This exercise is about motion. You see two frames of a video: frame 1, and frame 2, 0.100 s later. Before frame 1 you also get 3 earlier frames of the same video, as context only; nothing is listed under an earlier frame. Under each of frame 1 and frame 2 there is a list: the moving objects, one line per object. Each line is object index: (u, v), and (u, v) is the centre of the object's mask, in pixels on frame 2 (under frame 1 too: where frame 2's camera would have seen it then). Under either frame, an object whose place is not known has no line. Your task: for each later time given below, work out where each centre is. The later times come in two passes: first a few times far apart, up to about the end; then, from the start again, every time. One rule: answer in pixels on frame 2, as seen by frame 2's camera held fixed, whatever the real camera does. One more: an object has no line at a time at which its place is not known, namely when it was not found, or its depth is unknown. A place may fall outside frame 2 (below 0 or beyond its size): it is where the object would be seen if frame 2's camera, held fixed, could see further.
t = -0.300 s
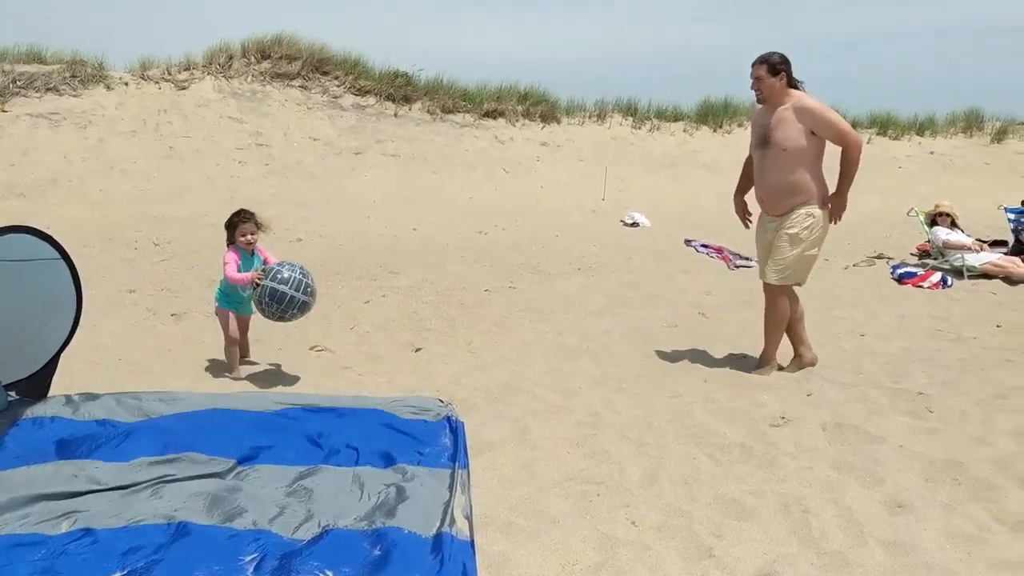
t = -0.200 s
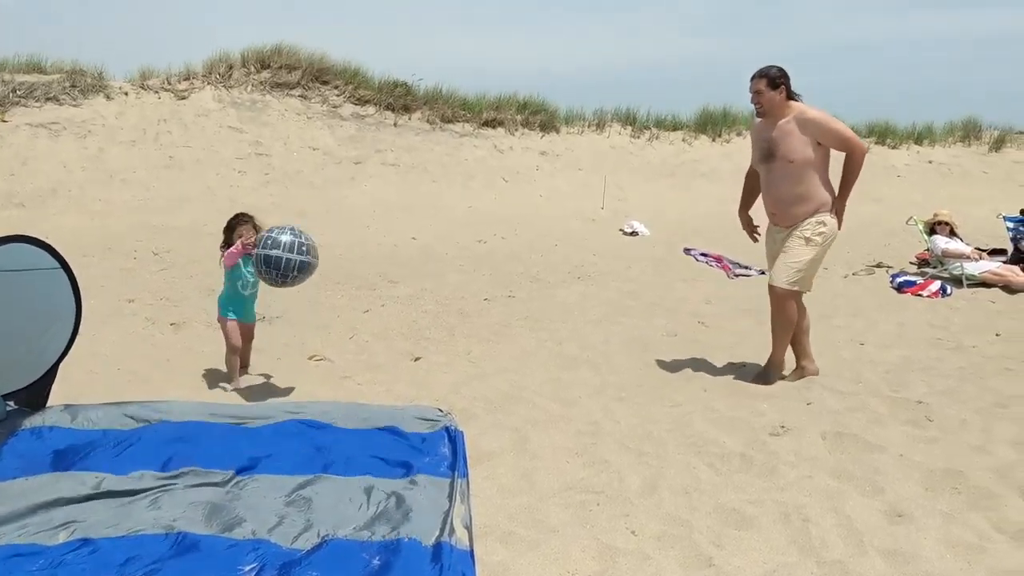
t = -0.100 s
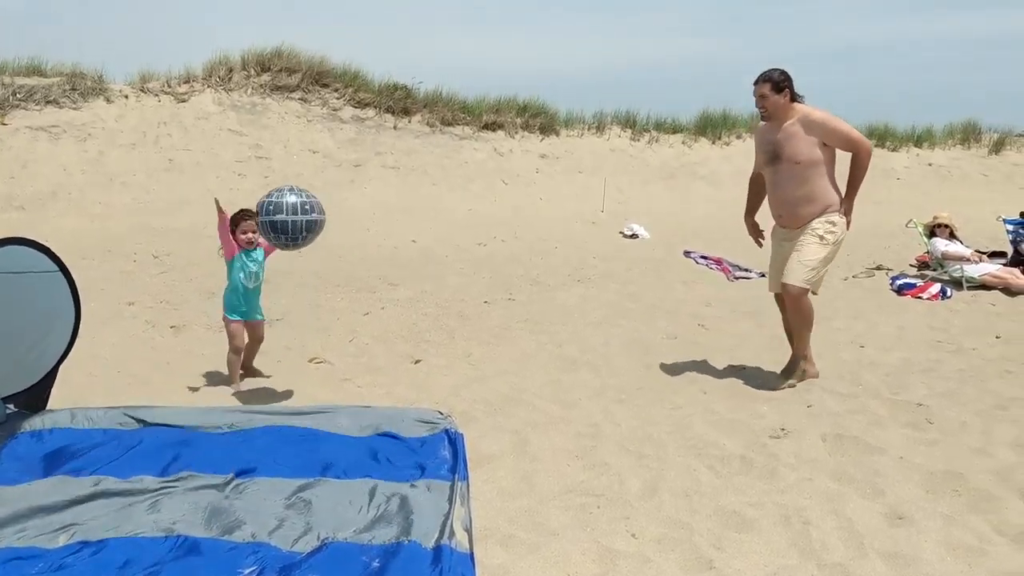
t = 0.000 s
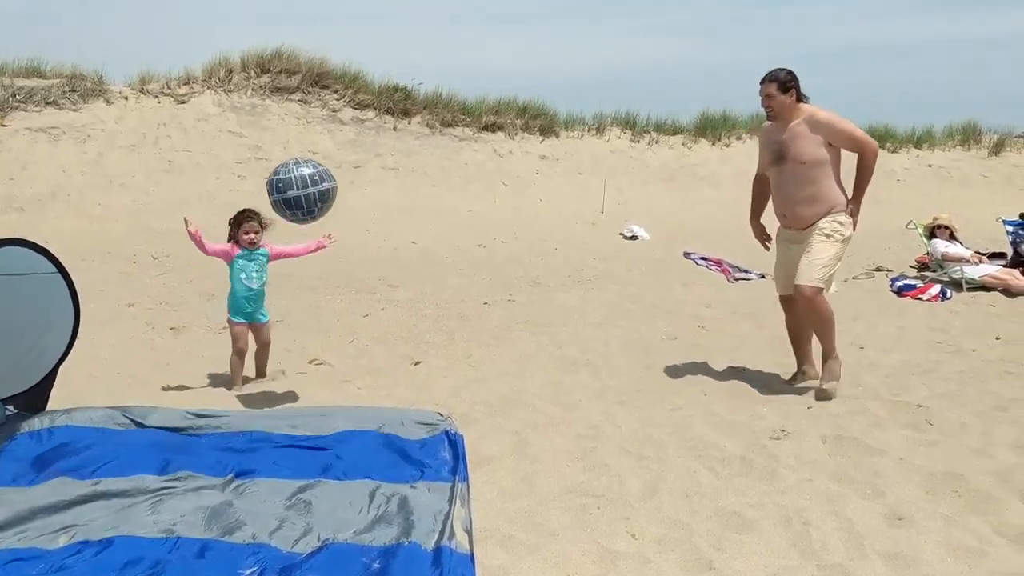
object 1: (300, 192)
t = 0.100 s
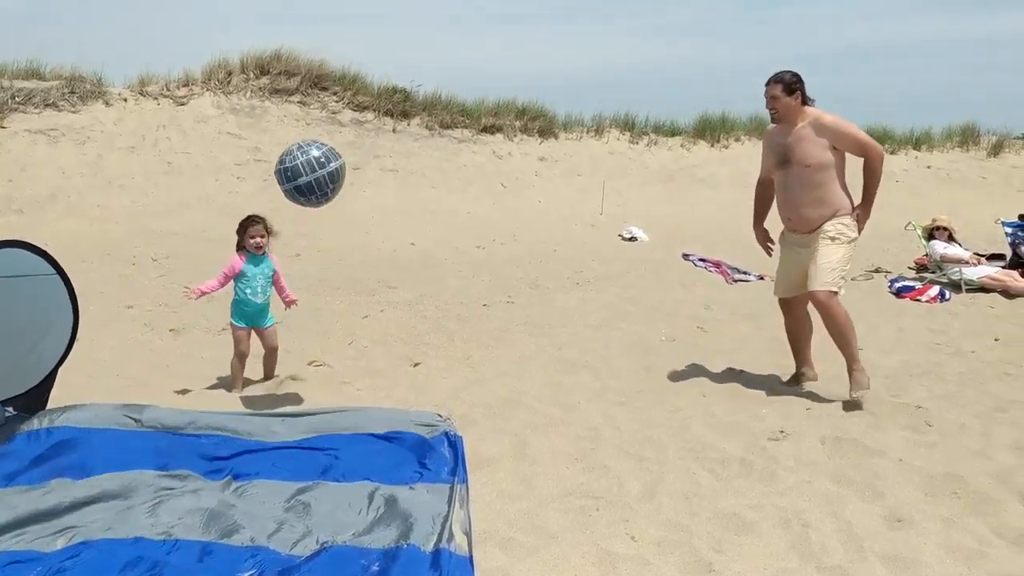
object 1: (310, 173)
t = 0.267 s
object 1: (333, 174)
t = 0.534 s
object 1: (397, 252)
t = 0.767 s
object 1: (443, 393)
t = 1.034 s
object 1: (471, 350)
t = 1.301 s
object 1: (496, 375)
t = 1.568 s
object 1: (507, 361)
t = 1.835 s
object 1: (519, 348)
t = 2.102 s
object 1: (524, 345)
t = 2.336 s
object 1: (523, 339)
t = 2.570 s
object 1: (522, 335)
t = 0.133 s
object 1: (314, 170)
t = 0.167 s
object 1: (318, 169)
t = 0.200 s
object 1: (322, 169)
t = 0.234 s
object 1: (327, 171)
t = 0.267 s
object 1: (333, 174)
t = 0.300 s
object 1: (339, 178)
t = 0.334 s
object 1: (346, 184)
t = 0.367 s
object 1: (355, 191)
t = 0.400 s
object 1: (363, 200)
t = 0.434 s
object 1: (372, 211)
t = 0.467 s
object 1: (381, 223)
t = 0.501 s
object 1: (389, 237)
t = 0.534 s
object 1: (397, 252)
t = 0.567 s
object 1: (404, 268)
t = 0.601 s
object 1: (411, 285)
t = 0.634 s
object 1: (417, 303)
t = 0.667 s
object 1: (423, 323)
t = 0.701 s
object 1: (430, 345)
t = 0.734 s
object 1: (436, 368)
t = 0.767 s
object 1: (443, 393)
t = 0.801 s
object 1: (448, 390)
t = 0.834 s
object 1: (451, 381)
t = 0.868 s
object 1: (454, 373)
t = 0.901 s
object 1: (458, 366)
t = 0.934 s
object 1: (461, 360)
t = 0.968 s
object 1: (465, 356)
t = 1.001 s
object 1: (468, 352)
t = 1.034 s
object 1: (471, 350)
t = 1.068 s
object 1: (474, 348)
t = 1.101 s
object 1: (477, 348)
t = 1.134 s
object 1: (480, 350)
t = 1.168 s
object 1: (483, 353)
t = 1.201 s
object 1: (486, 357)
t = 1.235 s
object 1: (490, 363)
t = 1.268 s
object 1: (493, 369)
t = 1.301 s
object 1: (496, 375)
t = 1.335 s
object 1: (497, 372)
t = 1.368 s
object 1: (498, 368)
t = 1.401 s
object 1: (499, 365)
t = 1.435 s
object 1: (500, 363)
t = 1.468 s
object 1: (502, 363)
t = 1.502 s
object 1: (504, 364)
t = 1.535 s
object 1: (506, 363)
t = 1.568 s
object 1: (507, 361)
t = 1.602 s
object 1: (508, 358)
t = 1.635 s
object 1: (510, 356)
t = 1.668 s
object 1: (512, 354)
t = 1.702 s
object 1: (514, 355)
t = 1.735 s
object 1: (516, 356)
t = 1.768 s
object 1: (517, 354)
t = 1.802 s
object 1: (518, 351)
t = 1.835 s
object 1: (519, 348)
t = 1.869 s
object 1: (520, 347)
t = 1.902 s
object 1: (520, 346)
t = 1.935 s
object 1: (521, 346)
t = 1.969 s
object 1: (521, 346)
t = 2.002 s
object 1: (523, 347)
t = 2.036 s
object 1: (523, 347)
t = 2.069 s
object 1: (523, 346)
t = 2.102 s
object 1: (524, 345)
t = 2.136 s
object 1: (523, 344)
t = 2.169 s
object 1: (524, 341)
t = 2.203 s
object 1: (524, 340)
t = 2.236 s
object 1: (524, 339)
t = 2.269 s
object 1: (523, 339)
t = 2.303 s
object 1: (523, 339)
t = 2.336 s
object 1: (523, 339)
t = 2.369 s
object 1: (523, 338)
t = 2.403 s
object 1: (522, 338)
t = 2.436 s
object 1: (522, 338)
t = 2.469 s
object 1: (522, 338)
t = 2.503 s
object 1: (522, 337)
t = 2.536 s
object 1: (522, 336)
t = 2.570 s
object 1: (522, 335)
